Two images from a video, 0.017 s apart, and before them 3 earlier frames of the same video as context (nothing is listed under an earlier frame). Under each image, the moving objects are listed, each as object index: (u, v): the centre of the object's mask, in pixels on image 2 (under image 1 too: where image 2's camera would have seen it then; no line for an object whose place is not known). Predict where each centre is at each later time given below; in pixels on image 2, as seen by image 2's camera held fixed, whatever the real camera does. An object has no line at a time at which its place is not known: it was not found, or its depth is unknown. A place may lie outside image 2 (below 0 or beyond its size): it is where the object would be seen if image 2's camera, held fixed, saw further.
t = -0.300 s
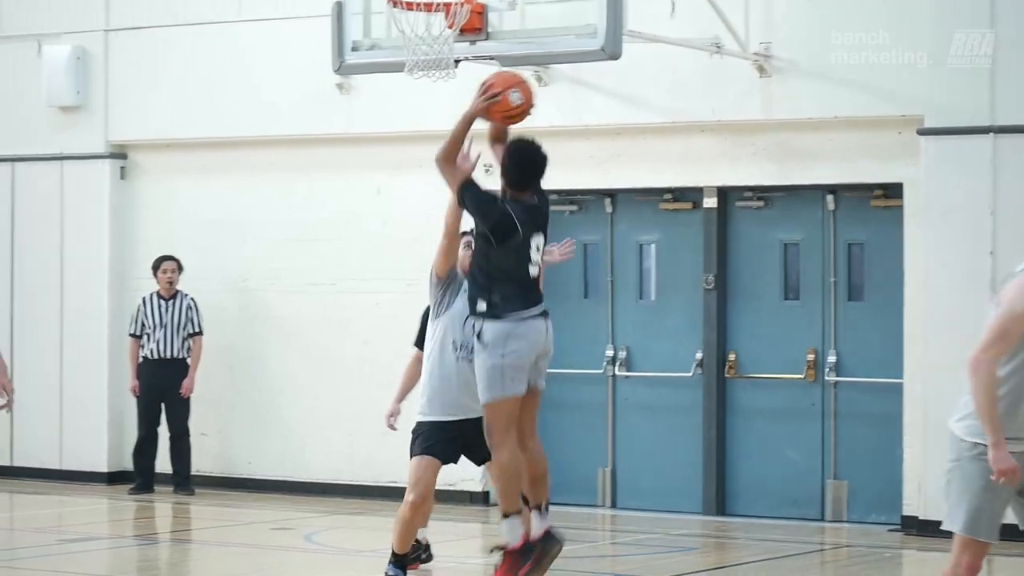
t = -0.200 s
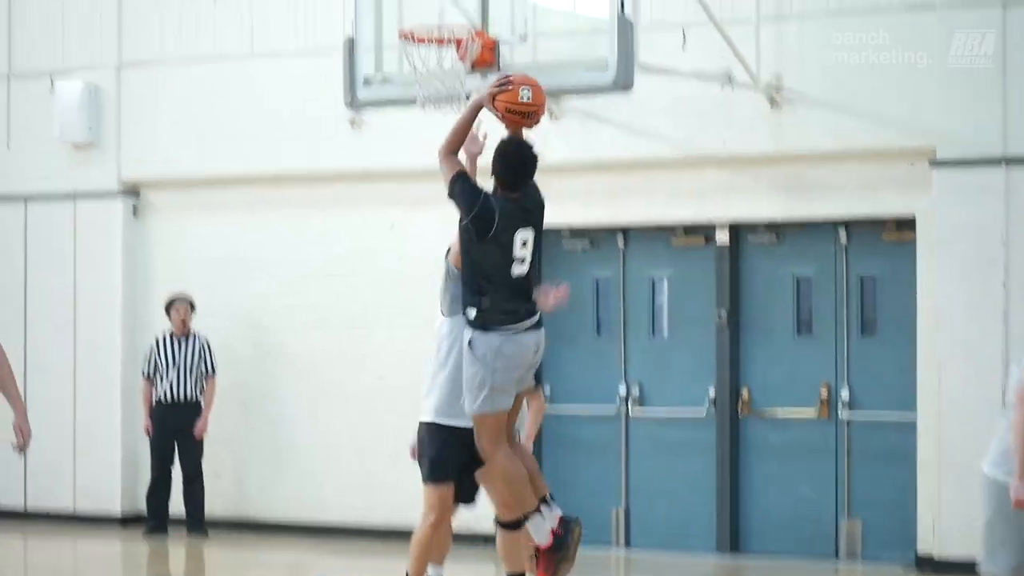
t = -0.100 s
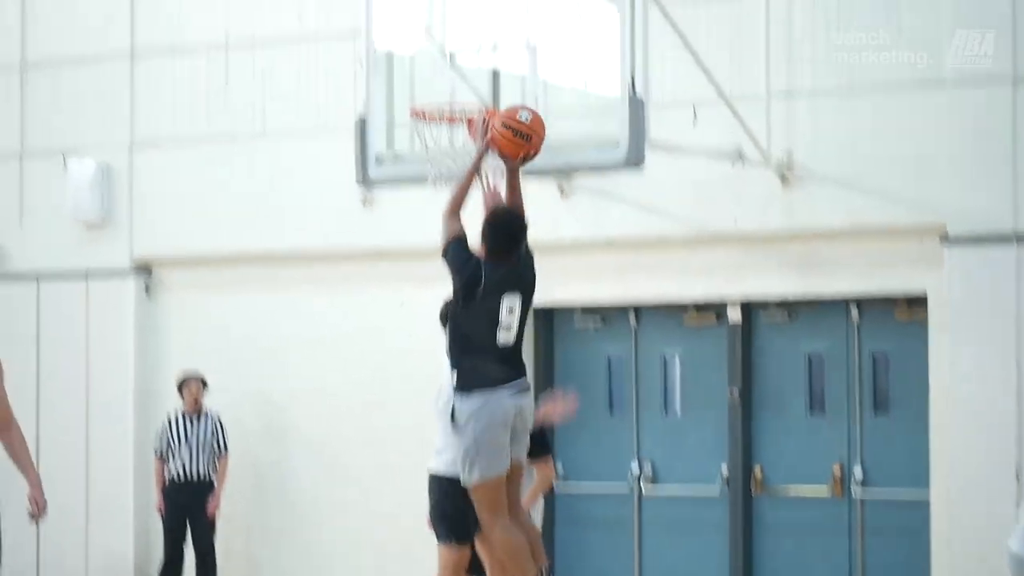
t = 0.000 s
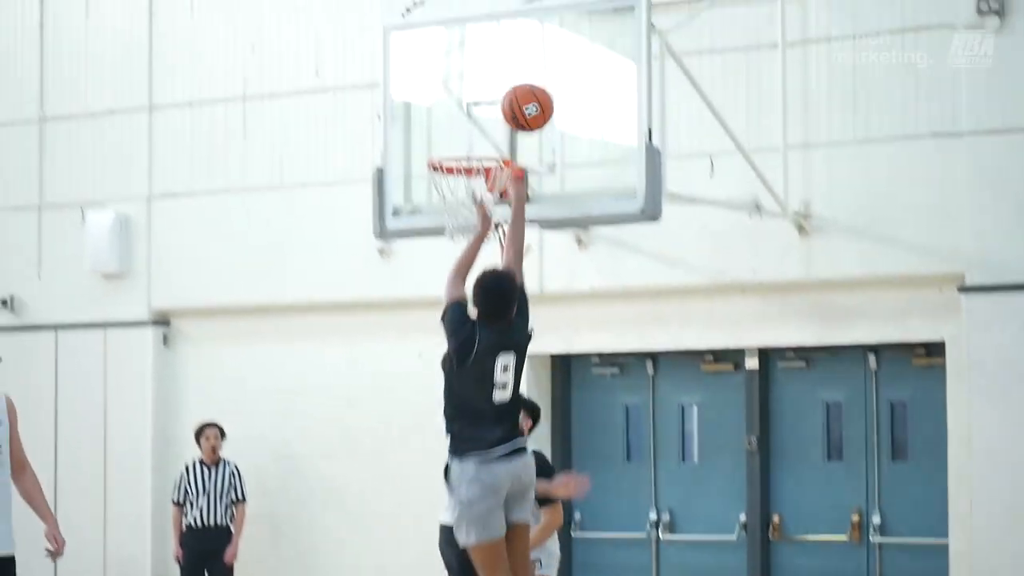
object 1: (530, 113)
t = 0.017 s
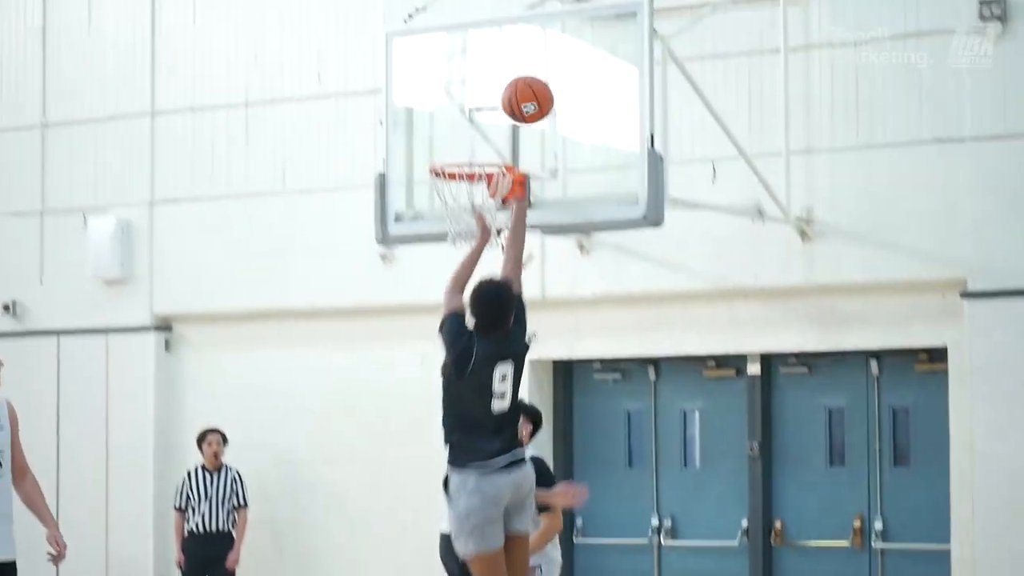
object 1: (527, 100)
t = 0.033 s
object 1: (526, 86)
